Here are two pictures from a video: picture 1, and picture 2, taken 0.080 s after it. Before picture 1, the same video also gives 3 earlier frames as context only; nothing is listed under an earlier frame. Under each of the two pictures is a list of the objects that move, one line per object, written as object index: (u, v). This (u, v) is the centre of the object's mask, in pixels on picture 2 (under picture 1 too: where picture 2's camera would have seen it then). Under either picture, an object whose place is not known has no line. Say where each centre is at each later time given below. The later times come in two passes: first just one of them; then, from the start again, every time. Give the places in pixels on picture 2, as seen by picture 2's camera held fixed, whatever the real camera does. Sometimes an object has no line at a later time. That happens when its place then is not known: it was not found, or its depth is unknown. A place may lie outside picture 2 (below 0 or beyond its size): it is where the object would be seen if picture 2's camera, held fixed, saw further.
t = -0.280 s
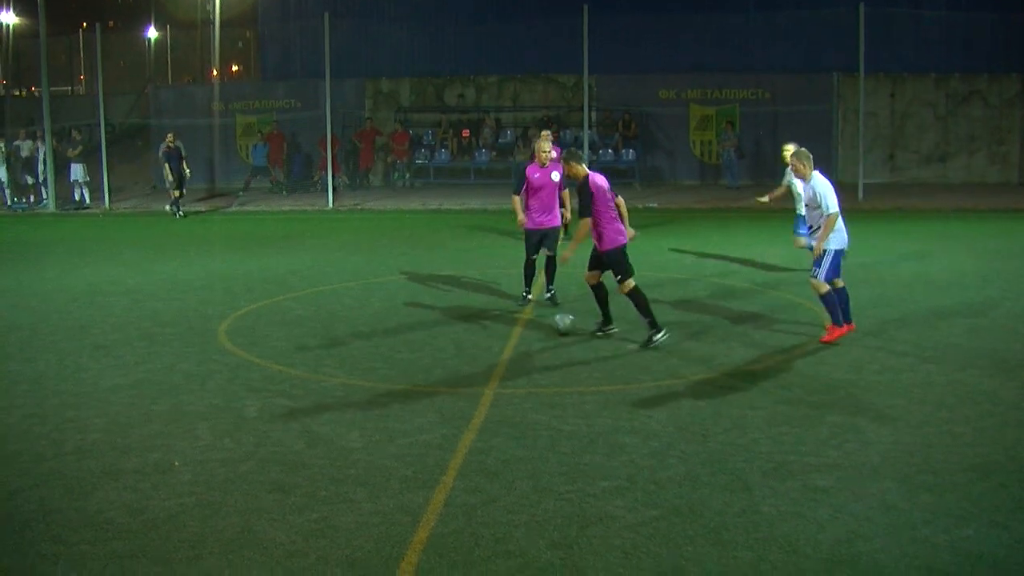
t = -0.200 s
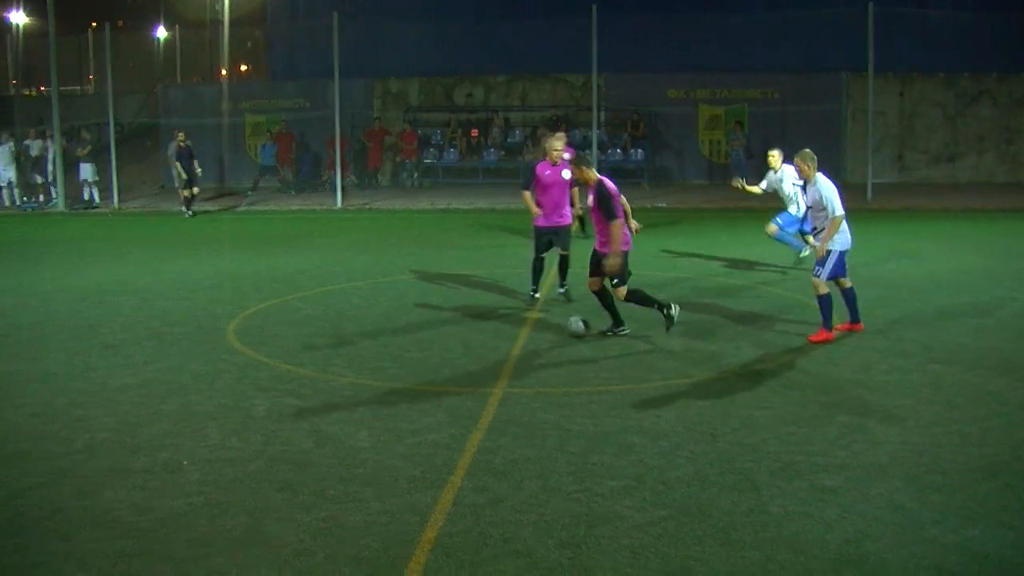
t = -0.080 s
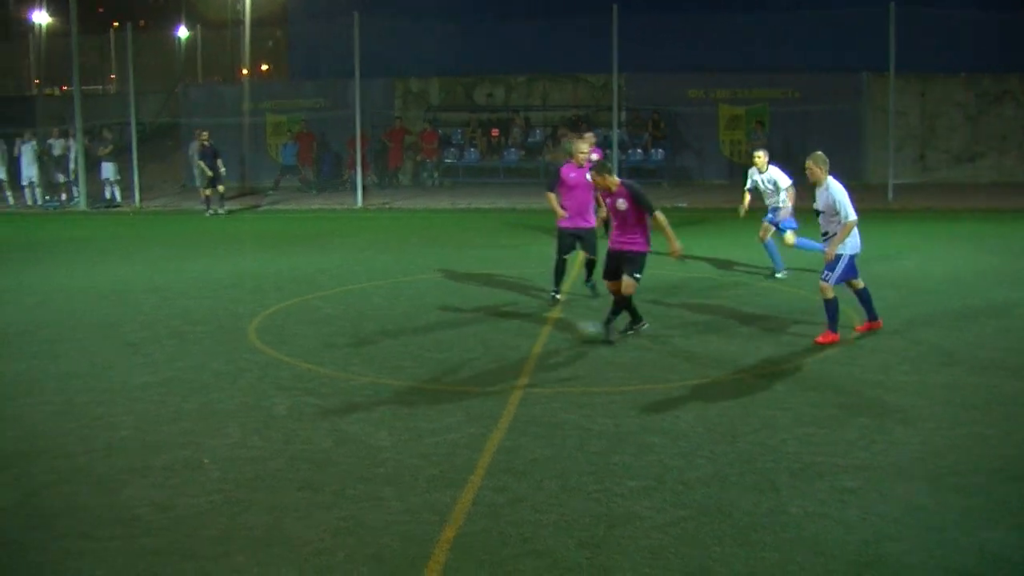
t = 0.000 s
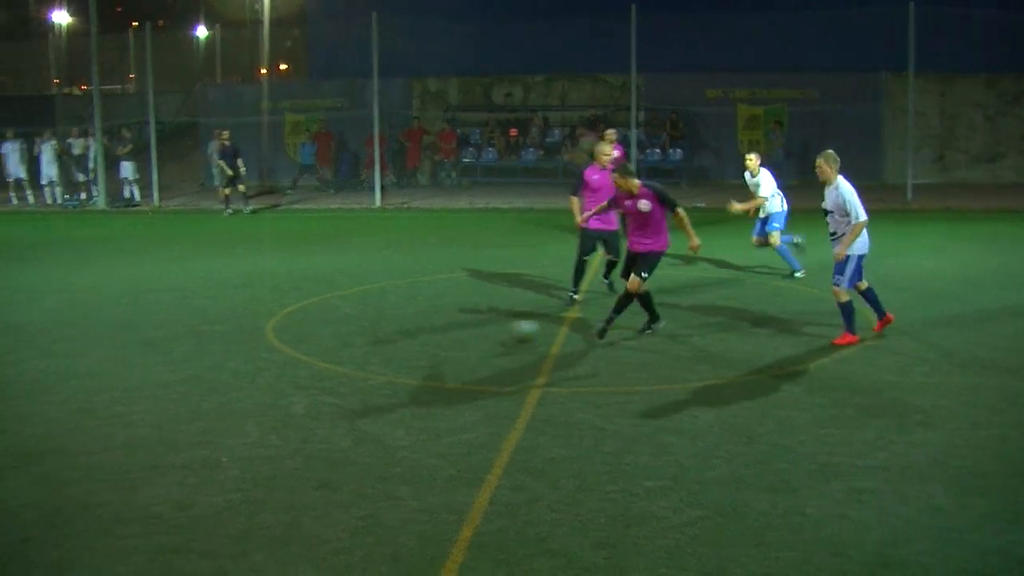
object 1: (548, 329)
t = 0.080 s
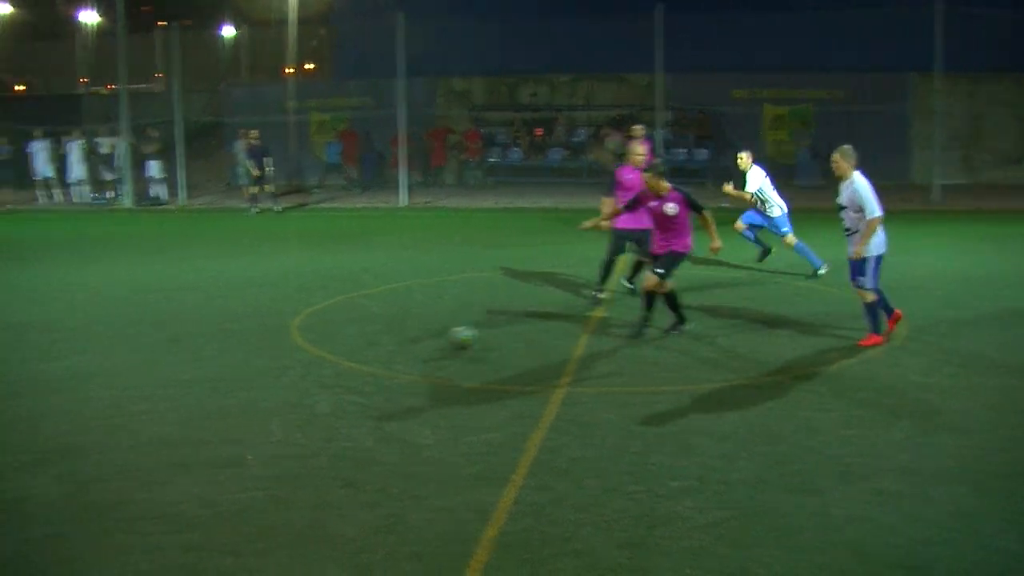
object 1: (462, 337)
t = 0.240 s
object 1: (306, 348)
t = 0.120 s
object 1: (419, 344)
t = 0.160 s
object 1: (379, 345)
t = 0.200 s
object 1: (342, 346)
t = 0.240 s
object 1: (306, 348)
